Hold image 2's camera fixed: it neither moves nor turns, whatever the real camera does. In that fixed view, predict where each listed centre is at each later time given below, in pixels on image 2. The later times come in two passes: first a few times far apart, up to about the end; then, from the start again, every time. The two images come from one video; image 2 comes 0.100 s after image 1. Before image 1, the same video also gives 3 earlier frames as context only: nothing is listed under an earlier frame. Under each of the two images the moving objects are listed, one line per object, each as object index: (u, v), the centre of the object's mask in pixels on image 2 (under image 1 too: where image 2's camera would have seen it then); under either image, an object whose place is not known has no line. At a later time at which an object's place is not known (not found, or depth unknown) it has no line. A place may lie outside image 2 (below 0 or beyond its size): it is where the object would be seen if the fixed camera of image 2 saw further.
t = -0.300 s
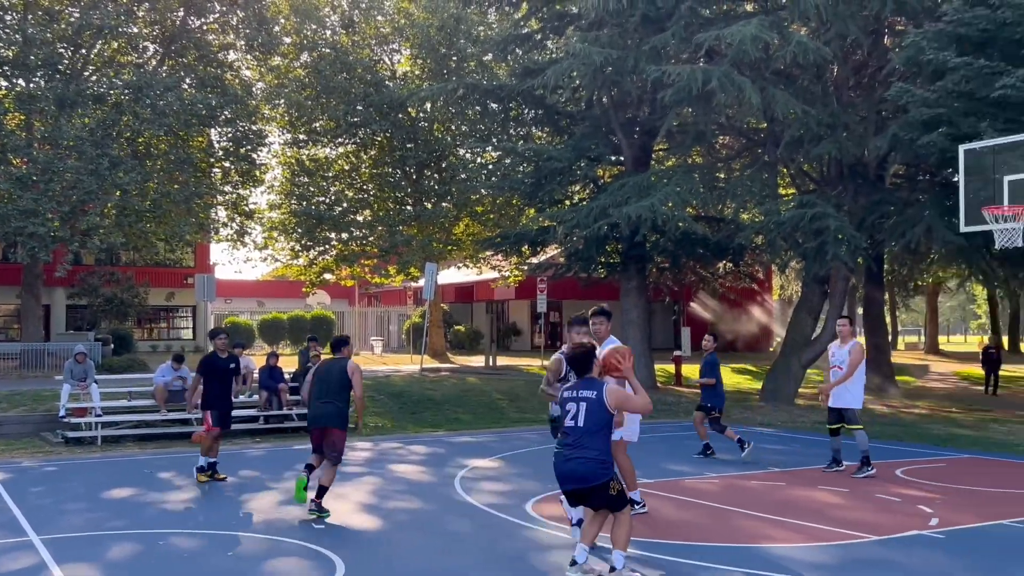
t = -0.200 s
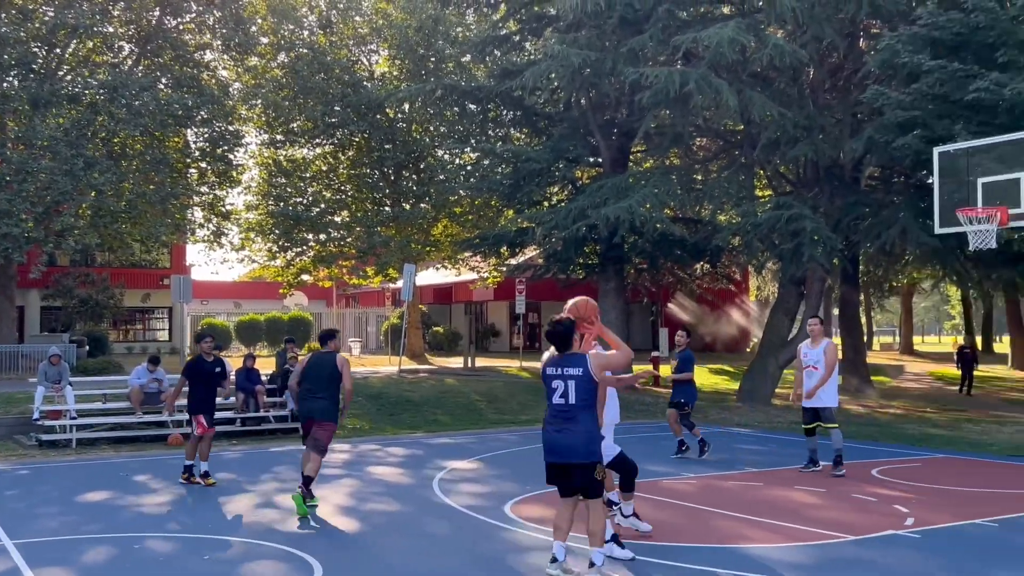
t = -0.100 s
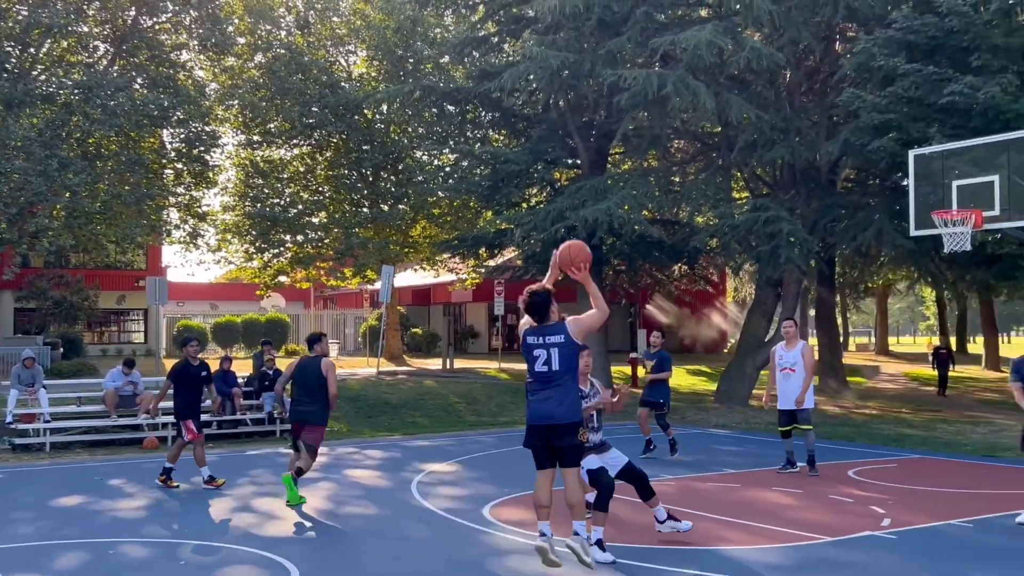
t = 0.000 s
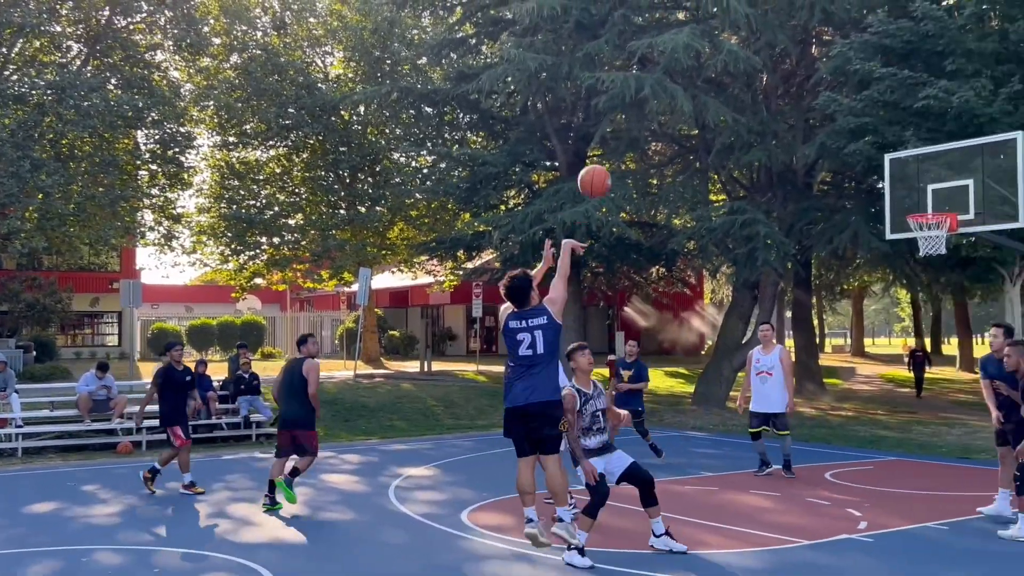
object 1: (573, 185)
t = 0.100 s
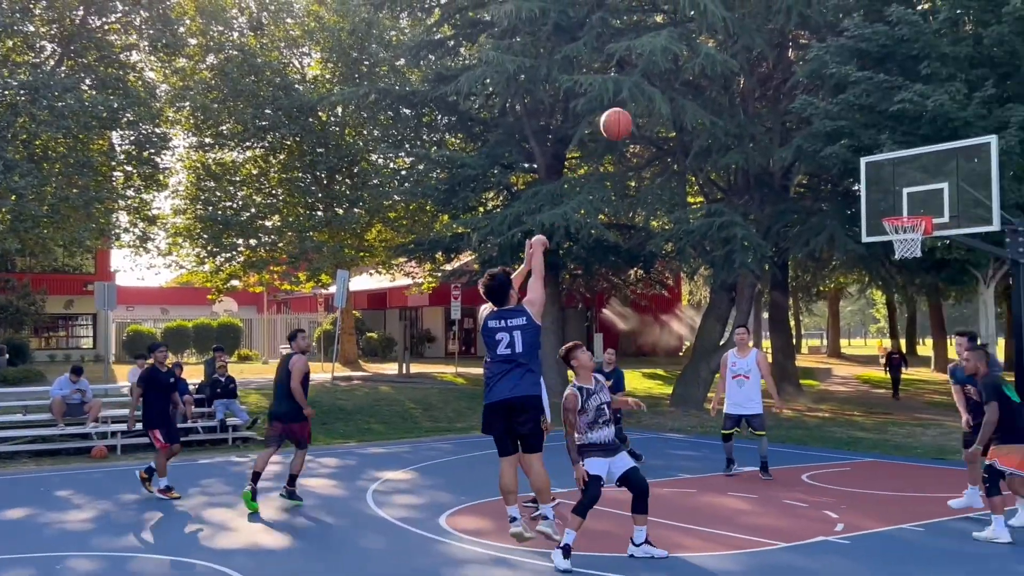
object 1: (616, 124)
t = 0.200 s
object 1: (655, 82)
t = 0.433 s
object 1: (732, 39)
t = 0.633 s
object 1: (788, 51)
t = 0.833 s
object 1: (835, 97)
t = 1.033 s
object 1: (876, 171)
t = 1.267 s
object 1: (878, 176)
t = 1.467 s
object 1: (852, 147)
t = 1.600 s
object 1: (835, 147)
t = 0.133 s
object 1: (630, 108)
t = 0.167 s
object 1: (642, 95)
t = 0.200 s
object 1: (655, 82)
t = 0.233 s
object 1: (667, 72)
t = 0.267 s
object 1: (679, 63)
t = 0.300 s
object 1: (690, 55)
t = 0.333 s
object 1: (701, 49)
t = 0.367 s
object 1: (712, 45)
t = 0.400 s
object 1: (723, 41)
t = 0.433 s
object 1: (732, 39)
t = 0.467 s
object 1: (742, 39)
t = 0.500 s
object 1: (752, 38)
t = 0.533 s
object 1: (761, 40)
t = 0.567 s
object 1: (770, 42)
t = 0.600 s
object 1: (779, 47)
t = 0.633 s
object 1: (788, 51)
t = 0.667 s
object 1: (796, 56)
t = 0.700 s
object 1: (804, 63)
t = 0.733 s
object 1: (812, 70)
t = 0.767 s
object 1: (820, 79)
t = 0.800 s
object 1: (827, 88)
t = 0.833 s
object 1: (835, 97)
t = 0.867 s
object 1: (842, 108)
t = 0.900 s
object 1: (849, 119)
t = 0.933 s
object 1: (856, 131)
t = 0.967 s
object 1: (863, 143)
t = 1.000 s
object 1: (869, 157)
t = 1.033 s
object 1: (876, 171)
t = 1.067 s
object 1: (883, 186)
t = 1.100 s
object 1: (889, 201)
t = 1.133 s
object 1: (893, 212)
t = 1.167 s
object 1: (890, 203)
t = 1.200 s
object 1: (886, 193)
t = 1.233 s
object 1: (882, 184)
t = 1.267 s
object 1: (878, 176)
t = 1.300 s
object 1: (874, 170)
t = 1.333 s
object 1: (869, 163)
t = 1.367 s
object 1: (865, 157)
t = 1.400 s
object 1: (861, 153)
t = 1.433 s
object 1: (857, 150)
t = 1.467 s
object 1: (852, 147)
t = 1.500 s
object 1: (848, 146)
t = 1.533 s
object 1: (843, 145)
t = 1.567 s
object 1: (839, 145)
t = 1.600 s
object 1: (835, 147)
